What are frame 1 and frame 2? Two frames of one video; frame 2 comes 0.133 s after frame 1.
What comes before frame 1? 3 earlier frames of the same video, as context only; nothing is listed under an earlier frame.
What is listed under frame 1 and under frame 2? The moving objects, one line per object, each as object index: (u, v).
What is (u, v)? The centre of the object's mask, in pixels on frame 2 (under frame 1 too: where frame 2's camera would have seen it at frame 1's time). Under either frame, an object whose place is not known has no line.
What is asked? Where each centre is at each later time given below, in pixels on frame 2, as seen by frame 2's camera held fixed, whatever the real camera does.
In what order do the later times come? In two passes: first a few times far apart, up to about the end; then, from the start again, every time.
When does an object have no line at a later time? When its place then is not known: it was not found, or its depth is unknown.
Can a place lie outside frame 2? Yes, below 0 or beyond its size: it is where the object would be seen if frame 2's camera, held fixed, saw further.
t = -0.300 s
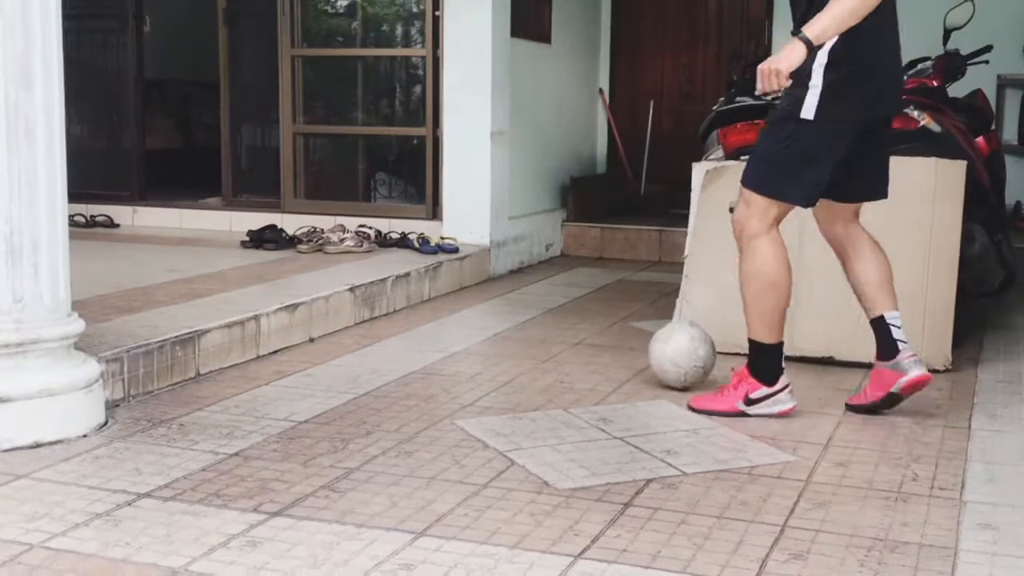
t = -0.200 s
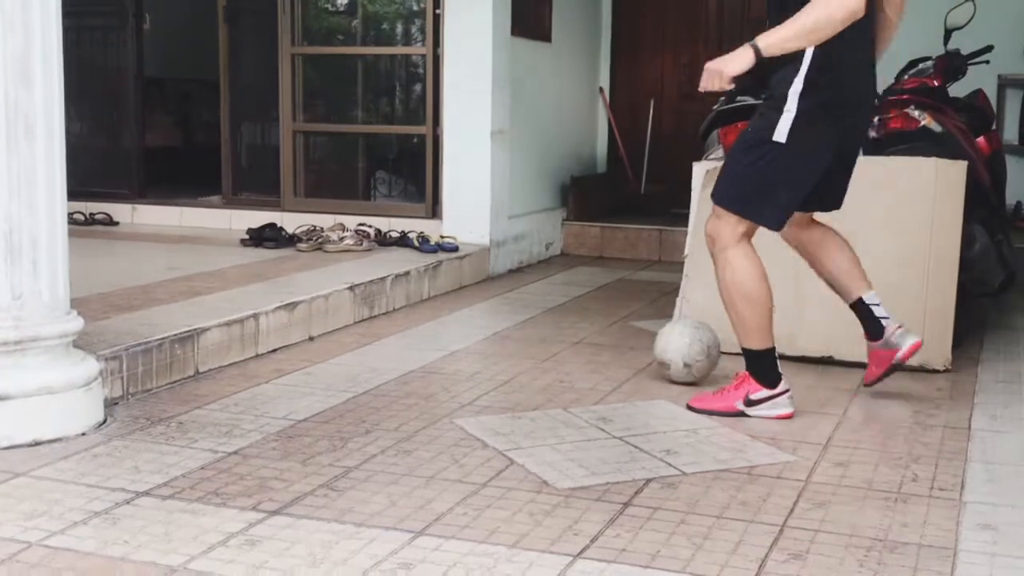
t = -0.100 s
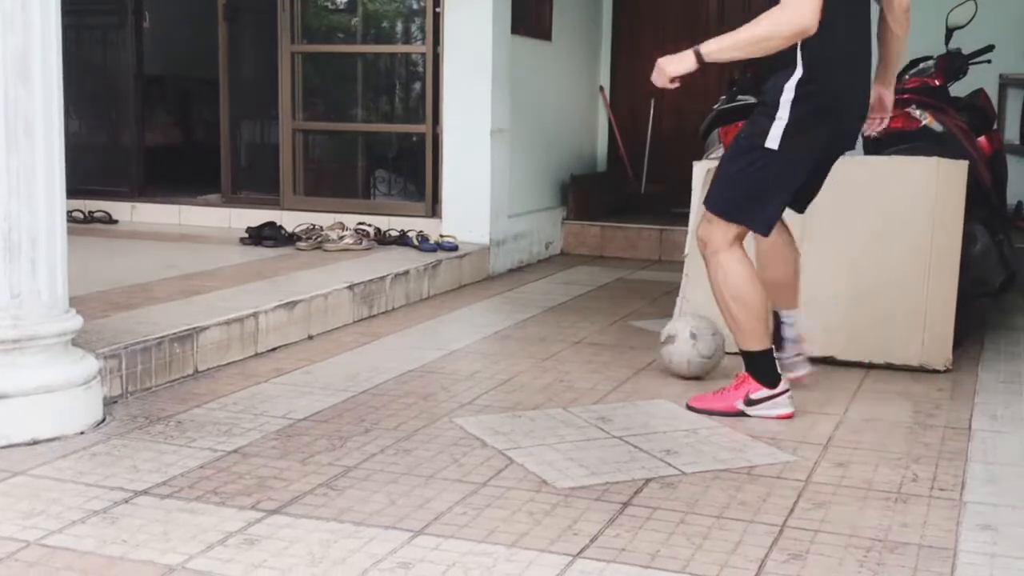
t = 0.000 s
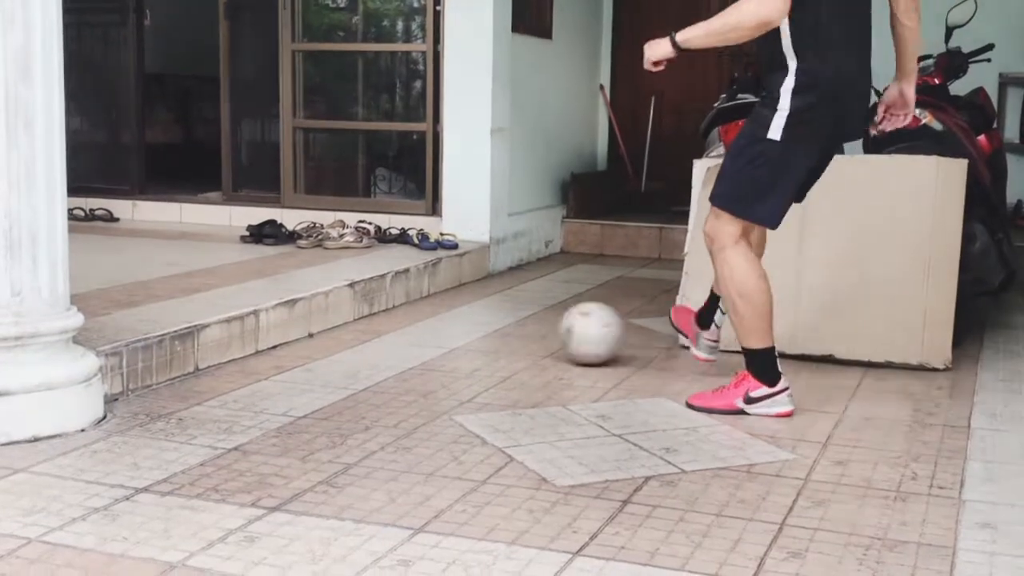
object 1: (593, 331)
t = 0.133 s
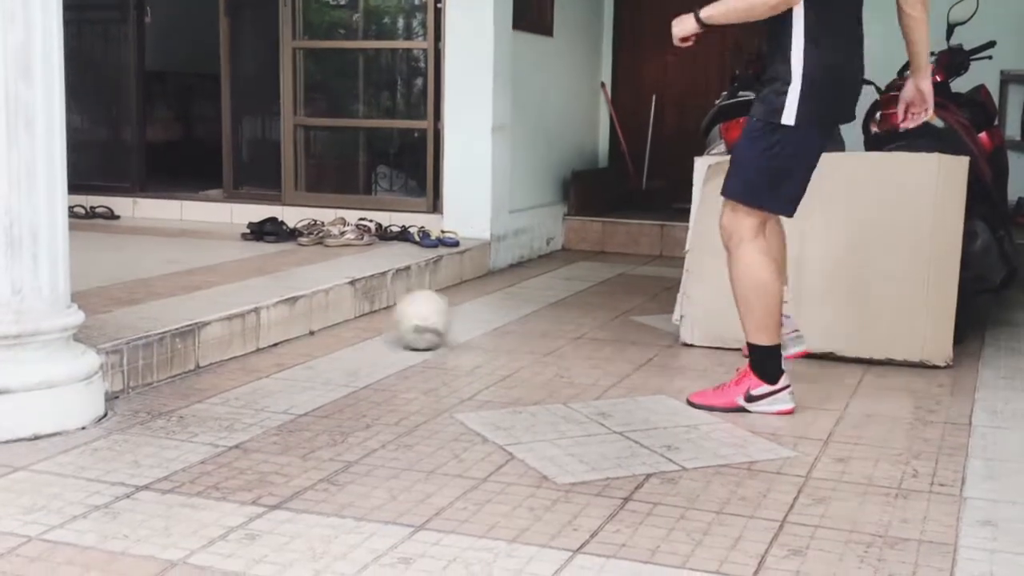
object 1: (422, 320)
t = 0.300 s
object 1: (355, 309)
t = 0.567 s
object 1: (484, 328)
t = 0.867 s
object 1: (581, 338)
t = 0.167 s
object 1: (385, 319)
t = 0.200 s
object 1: (350, 315)
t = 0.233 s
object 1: (317, 314)
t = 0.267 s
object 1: (336, 309)
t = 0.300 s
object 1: (355, 309)
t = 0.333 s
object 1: (375, 309)
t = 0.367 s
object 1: (394, 316)
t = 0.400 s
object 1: (414, 322)
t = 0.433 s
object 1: (429, 320)
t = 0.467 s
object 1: (445, 322)
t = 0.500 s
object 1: (459, 326)
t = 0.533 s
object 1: (472, 326)
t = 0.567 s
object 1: (484, 328)
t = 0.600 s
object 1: (495, 329)
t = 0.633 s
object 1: (506, 330)
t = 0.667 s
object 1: (515, 331)
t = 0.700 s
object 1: (525, 332)
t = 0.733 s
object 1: (534, 333)
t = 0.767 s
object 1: (543, 334)
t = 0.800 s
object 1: (553, 335)
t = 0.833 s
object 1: (566, 336)
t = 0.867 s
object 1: (581, 338)
